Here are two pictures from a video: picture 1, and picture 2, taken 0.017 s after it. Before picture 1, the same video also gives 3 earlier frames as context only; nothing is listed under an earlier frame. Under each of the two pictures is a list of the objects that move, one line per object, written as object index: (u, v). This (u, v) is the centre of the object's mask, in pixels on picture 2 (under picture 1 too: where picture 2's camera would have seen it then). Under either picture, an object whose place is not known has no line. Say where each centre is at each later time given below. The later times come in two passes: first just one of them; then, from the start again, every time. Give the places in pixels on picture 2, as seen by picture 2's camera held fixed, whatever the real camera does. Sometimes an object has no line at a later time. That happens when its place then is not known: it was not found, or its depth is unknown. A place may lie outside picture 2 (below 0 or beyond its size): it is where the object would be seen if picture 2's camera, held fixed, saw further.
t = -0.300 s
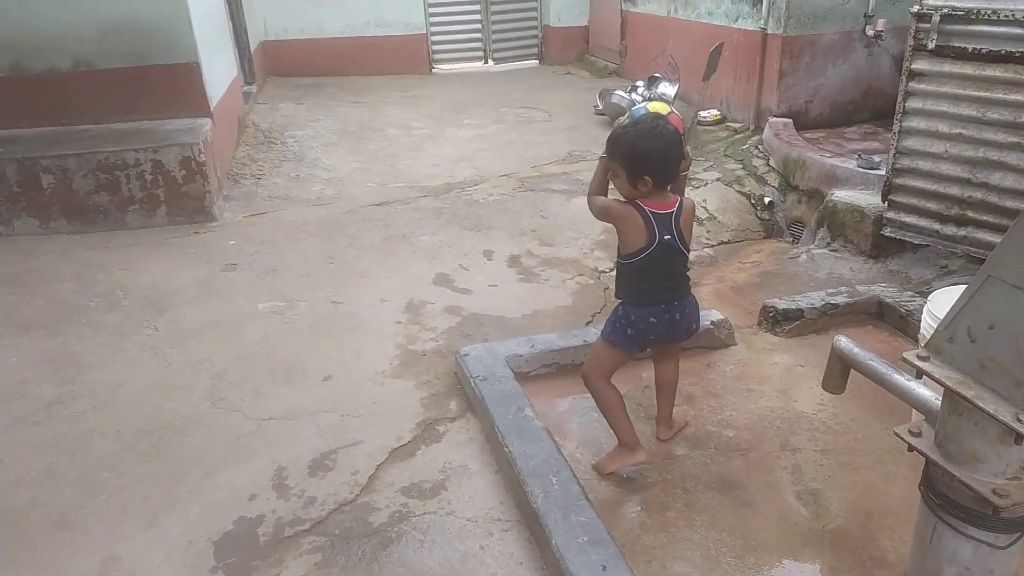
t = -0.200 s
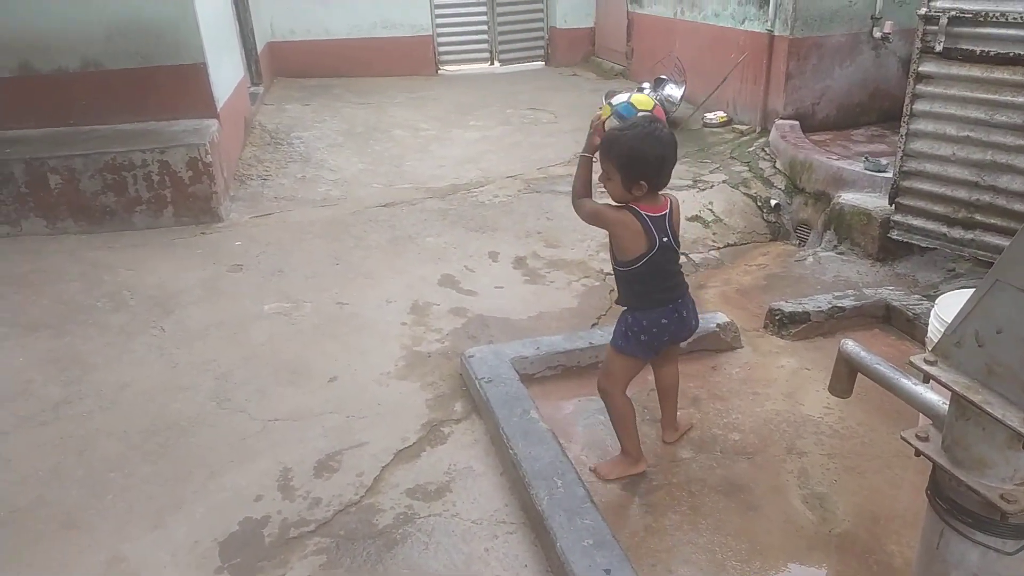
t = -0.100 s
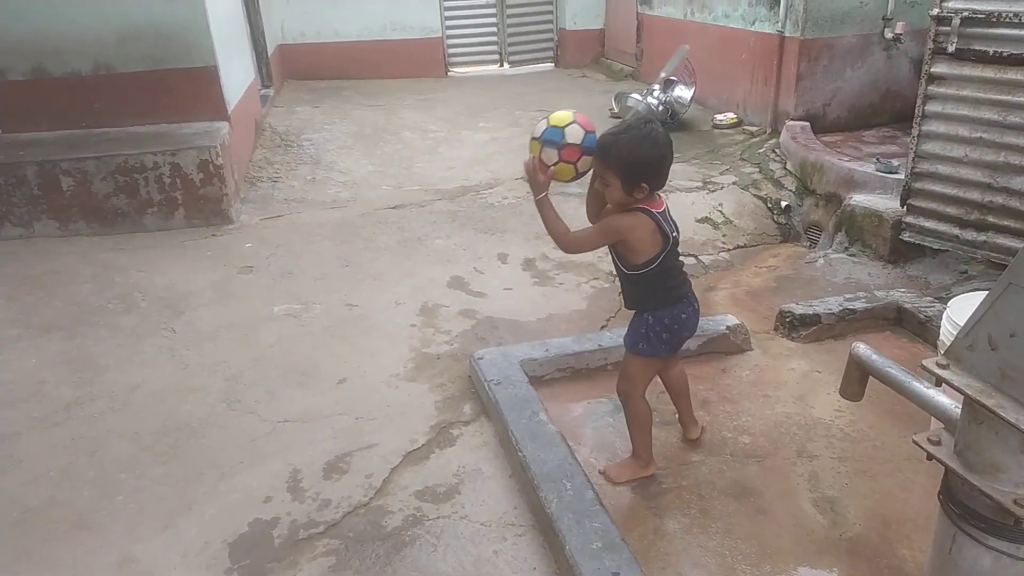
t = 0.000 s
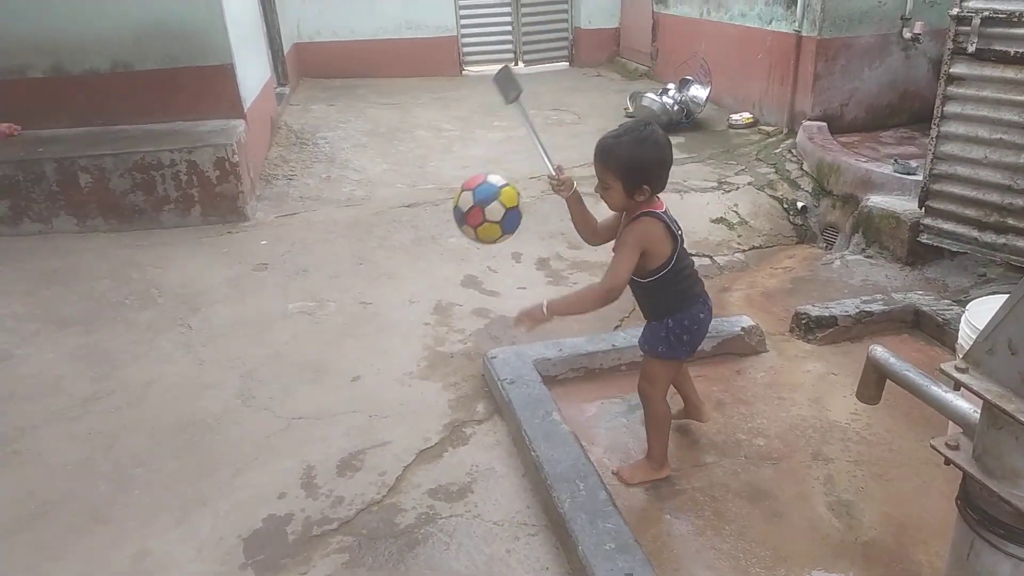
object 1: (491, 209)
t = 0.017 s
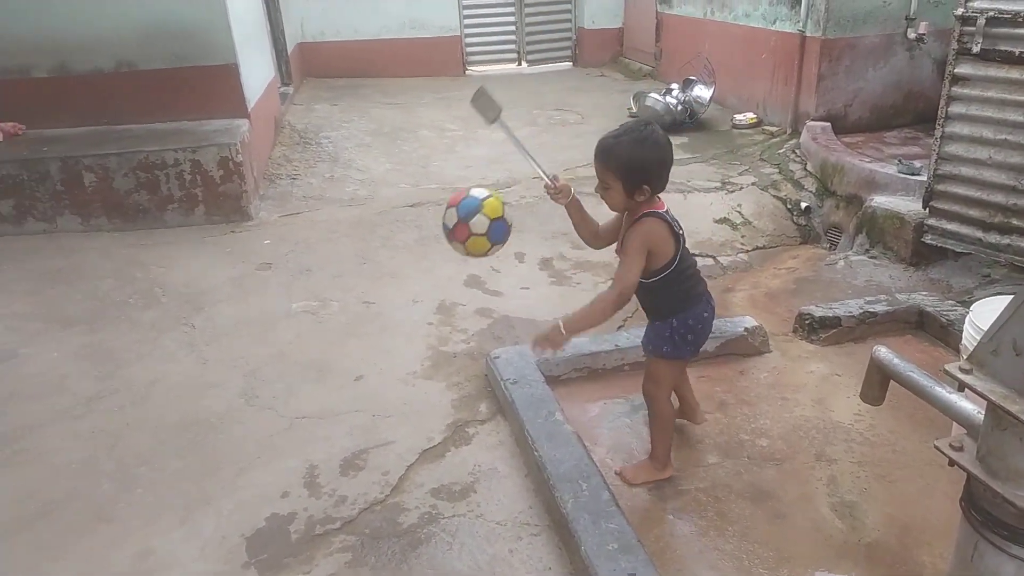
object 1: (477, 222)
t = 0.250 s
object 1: (315, 425)
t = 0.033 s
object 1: (463, 237)
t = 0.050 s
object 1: (449, 252)
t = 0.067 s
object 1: (436, 268)
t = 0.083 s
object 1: (423, 286)
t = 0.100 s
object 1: (410, 303)
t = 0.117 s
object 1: (398, 322)
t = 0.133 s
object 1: (386, 340)
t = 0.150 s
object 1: (375, 359)
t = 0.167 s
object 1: (365, 379)
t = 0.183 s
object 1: (356, 399)
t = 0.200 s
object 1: (346, 420)
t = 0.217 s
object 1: (337, 441)
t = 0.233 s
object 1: (326, 438)
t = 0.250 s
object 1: (315, 425)
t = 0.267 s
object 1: (303, 414)
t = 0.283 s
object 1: (292, 403)
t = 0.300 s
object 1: (280, 393)
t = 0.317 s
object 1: (269, 384)
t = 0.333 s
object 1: (257, 375)
